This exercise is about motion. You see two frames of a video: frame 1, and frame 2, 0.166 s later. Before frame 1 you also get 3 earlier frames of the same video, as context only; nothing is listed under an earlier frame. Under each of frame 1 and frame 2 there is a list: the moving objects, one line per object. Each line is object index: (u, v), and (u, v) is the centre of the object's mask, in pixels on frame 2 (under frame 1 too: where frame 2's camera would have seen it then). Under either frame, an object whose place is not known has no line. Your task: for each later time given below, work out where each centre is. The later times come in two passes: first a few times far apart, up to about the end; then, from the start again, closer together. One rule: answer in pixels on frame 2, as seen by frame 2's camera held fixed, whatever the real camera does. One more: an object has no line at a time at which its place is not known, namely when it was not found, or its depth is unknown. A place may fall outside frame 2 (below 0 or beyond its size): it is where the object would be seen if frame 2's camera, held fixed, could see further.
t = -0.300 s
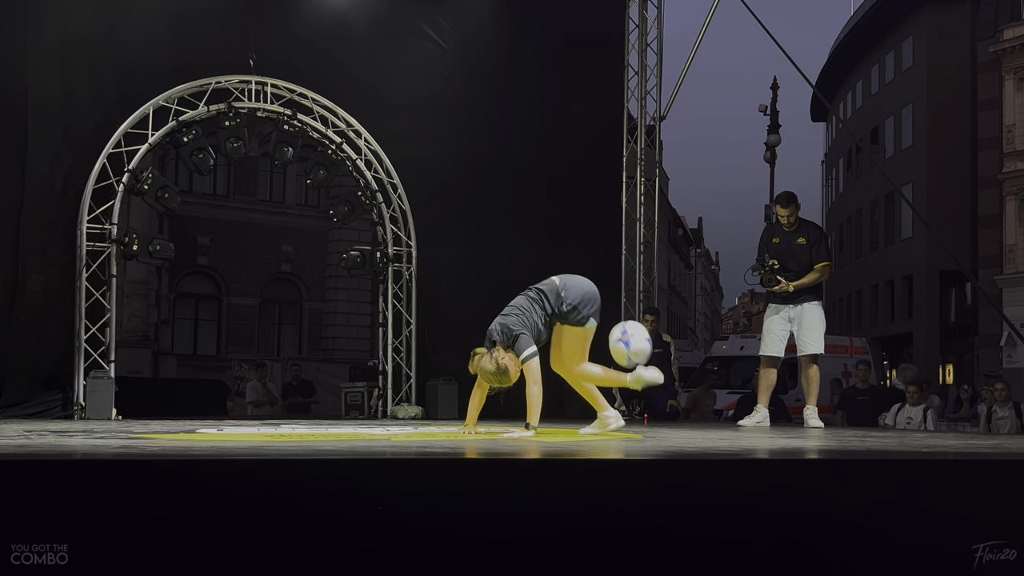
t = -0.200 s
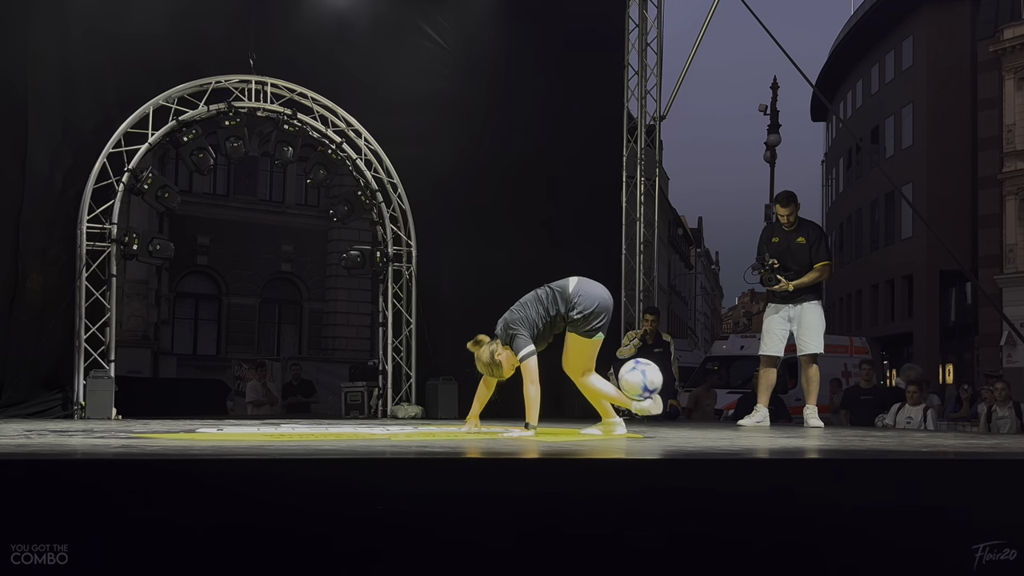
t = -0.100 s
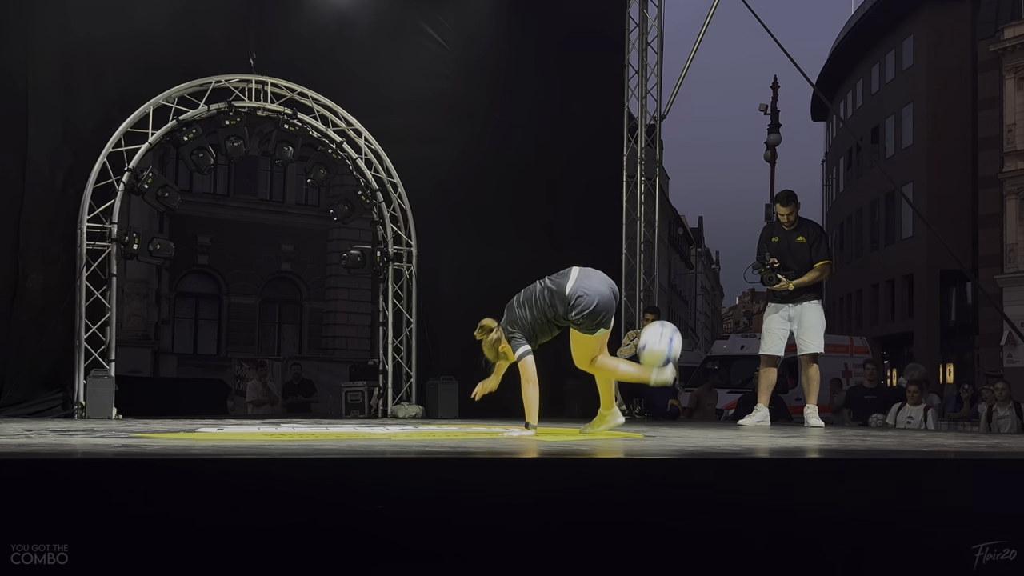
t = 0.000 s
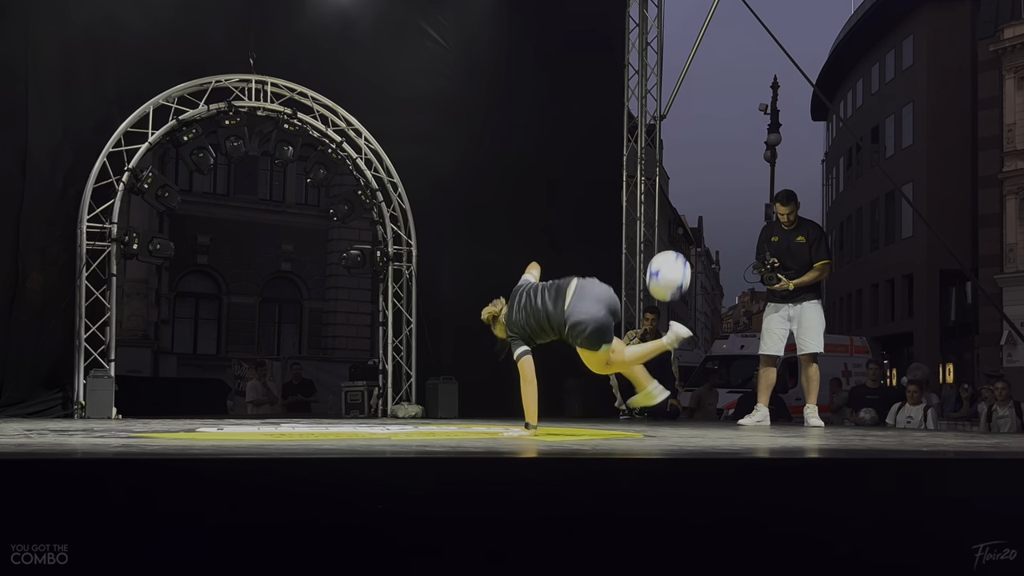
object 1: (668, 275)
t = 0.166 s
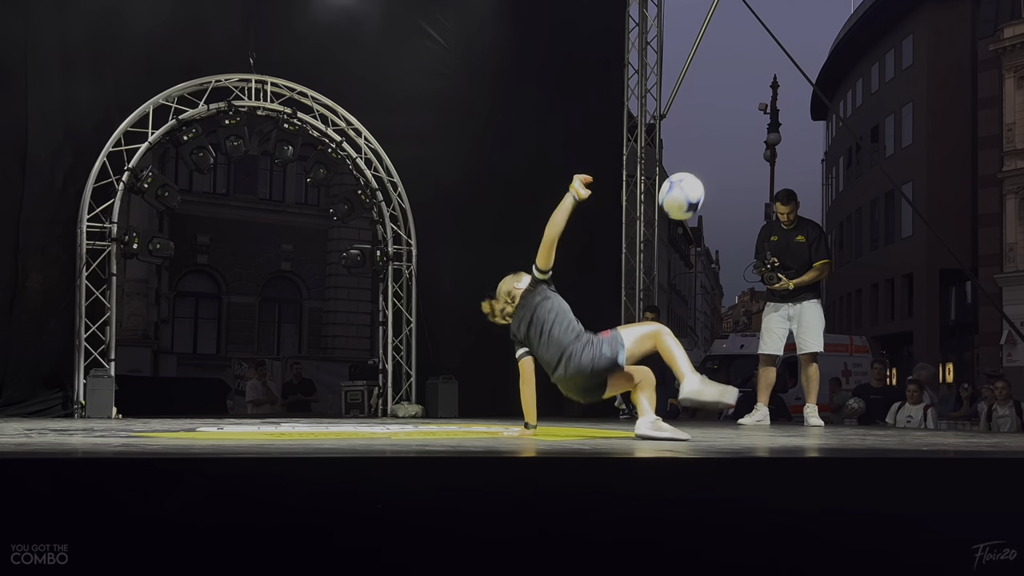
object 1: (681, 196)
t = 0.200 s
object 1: (684, 186)
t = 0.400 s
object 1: (699, 171)
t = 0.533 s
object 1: (708, 204)
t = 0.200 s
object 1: (684, 186)
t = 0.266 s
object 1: (689, 173)
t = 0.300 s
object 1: (691, 169)
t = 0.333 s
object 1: (694, 168)
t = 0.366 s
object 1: (696, 168)
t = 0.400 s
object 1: (699, 171)
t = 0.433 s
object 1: (701, 176)
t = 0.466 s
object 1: (703, 183)
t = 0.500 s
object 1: (706, 192)
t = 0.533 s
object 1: (708, 204)
